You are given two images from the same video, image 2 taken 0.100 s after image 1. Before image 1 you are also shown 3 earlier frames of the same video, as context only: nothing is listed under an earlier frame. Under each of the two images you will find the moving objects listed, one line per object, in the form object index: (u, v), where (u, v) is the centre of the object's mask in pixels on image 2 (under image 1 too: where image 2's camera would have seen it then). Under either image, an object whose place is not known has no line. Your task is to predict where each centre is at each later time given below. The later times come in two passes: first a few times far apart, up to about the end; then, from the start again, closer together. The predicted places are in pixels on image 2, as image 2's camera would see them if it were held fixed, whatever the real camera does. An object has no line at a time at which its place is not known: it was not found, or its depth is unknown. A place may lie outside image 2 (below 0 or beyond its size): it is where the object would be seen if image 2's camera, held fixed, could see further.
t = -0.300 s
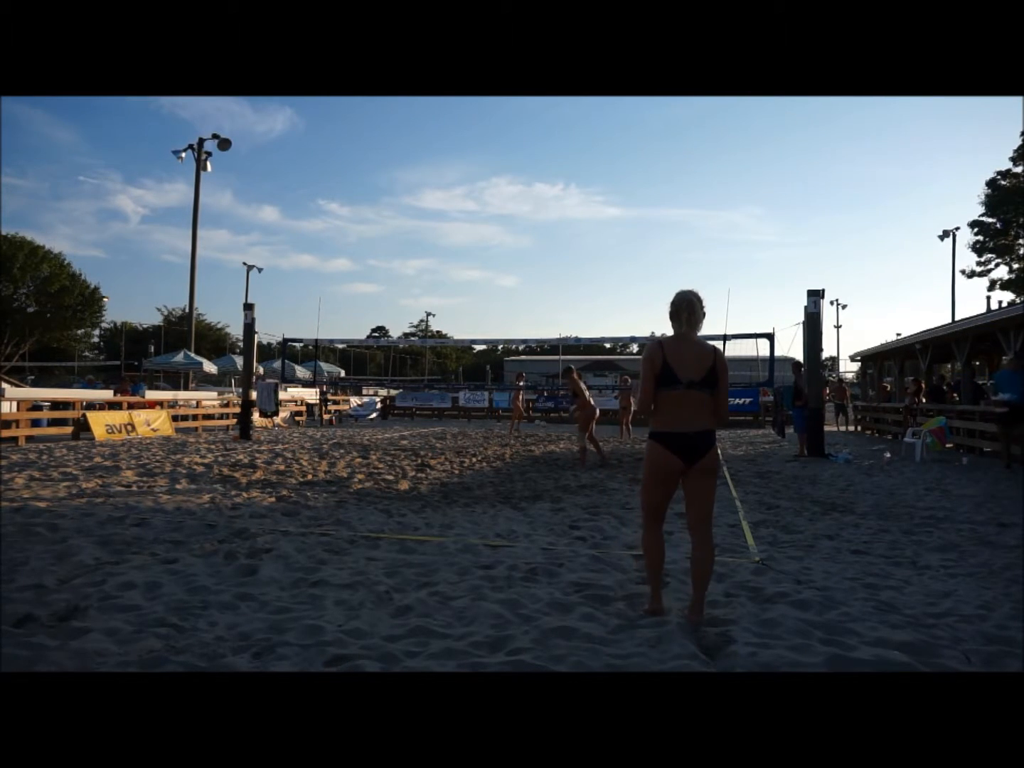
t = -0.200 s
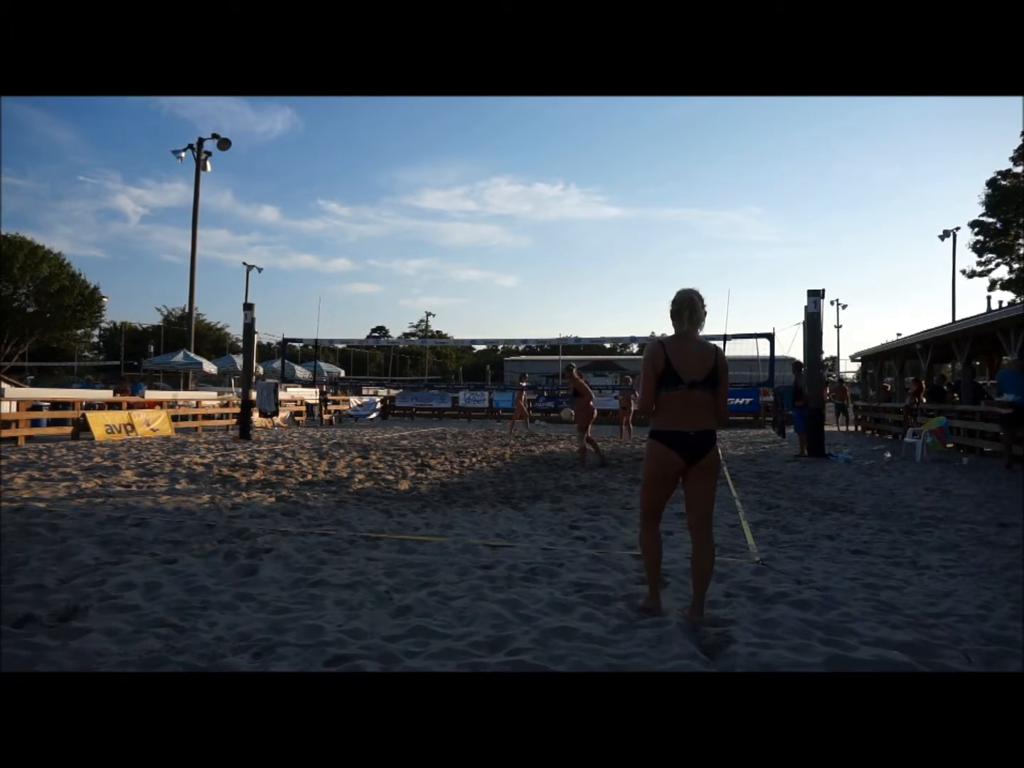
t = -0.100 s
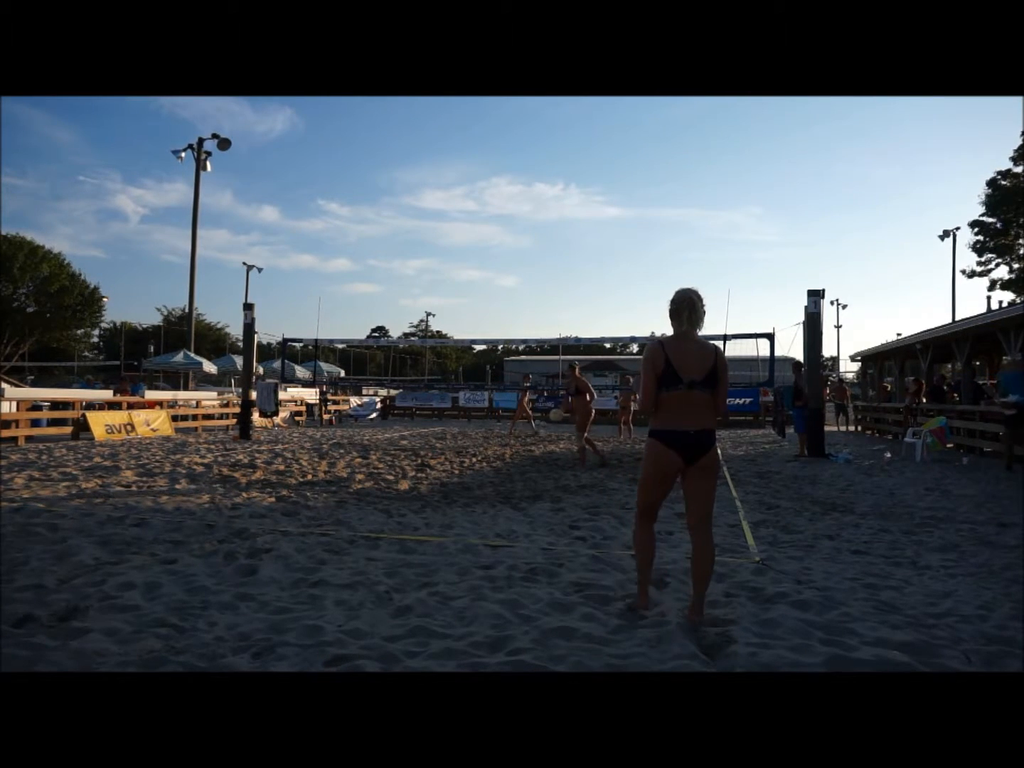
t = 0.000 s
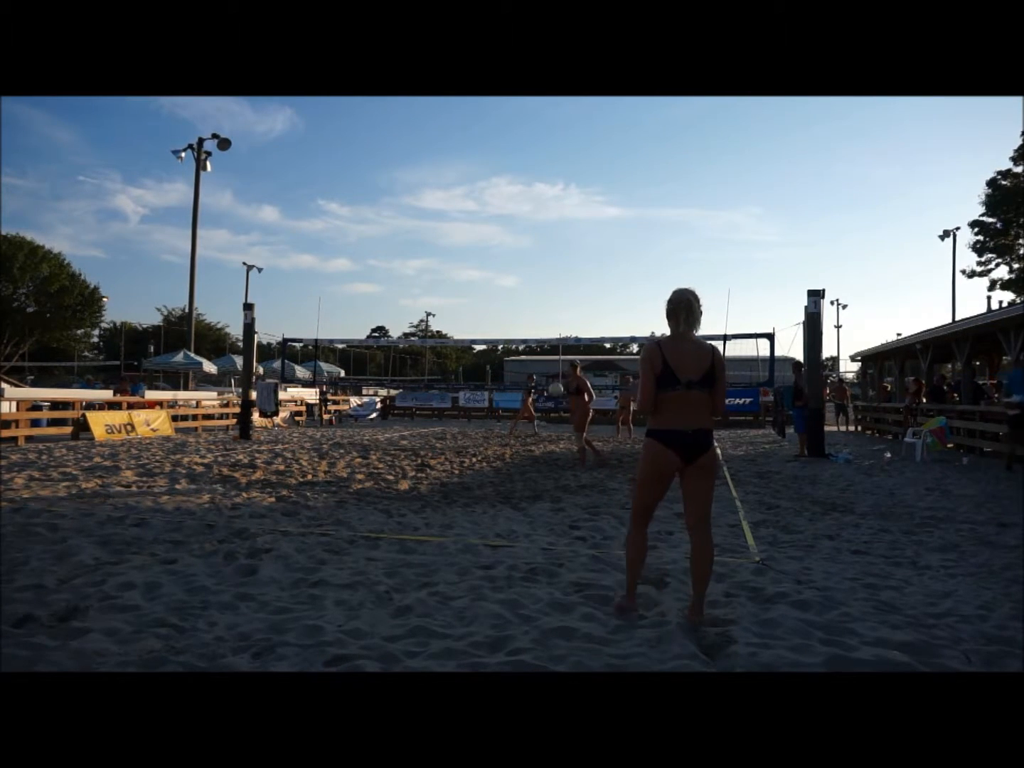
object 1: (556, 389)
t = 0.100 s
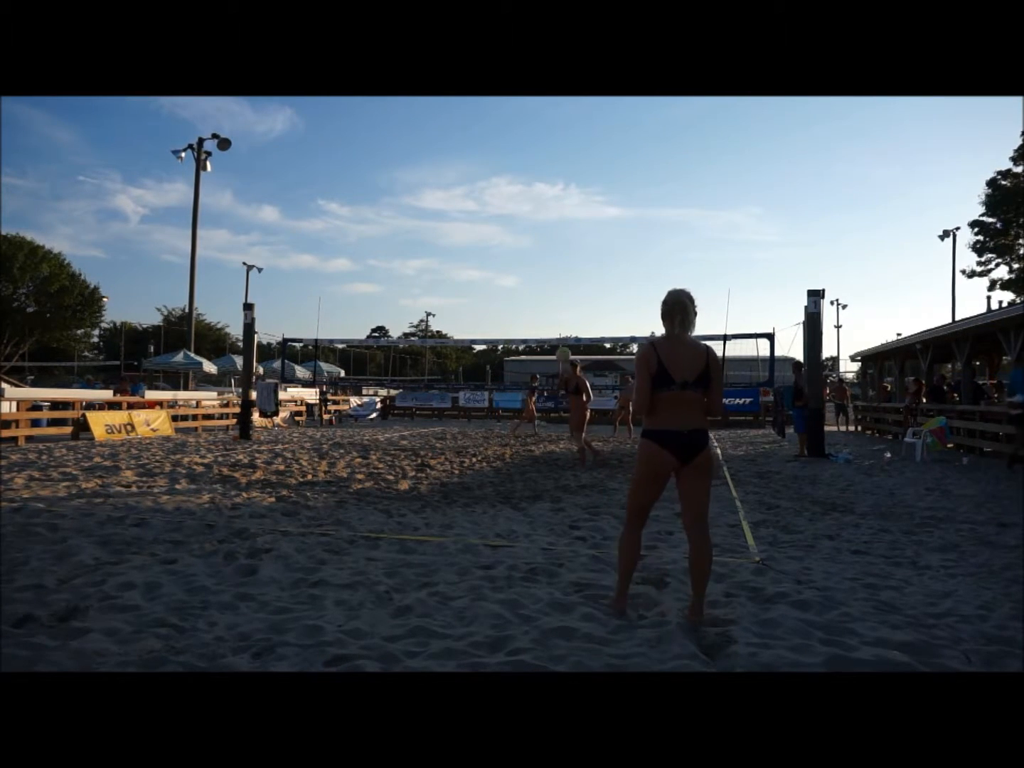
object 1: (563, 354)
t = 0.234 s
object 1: (574, 312)
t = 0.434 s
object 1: (594, 262)
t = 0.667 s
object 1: (625, 232)
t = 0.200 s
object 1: (571, 322)
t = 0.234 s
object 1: (574, 312)
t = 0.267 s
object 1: (577, 303)
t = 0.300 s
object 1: (580, 294)
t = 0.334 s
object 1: (584, 285)
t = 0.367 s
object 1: (587, 277)
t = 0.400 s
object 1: (591, 269)
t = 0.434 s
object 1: (594, 262)
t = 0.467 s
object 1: (598, 256)
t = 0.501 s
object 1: (602, 250)
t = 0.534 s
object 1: (606, 244)
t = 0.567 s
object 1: (610, 240)
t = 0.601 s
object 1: (615, 237)
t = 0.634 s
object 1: (620, 234)
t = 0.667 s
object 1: (625, 232)
